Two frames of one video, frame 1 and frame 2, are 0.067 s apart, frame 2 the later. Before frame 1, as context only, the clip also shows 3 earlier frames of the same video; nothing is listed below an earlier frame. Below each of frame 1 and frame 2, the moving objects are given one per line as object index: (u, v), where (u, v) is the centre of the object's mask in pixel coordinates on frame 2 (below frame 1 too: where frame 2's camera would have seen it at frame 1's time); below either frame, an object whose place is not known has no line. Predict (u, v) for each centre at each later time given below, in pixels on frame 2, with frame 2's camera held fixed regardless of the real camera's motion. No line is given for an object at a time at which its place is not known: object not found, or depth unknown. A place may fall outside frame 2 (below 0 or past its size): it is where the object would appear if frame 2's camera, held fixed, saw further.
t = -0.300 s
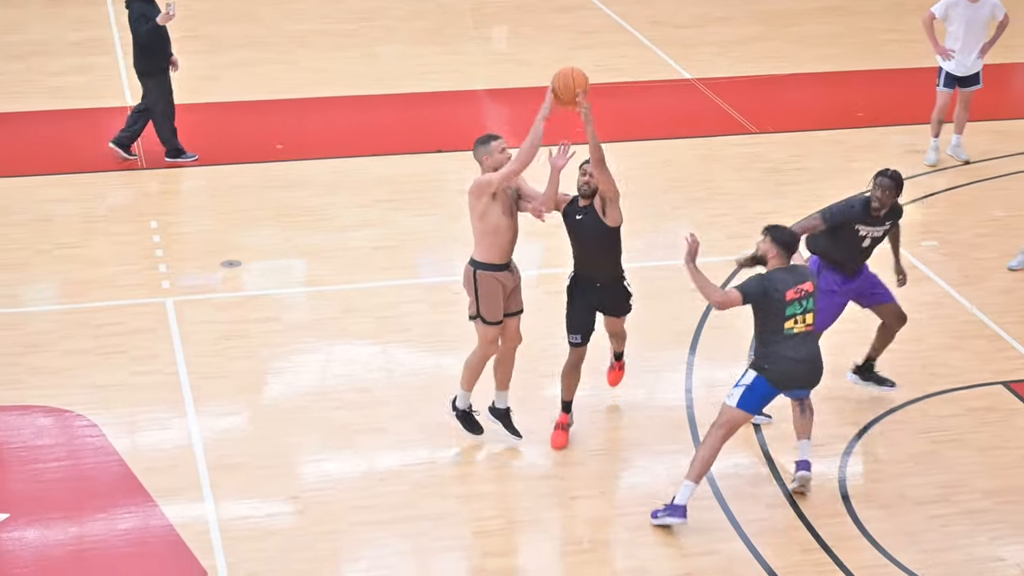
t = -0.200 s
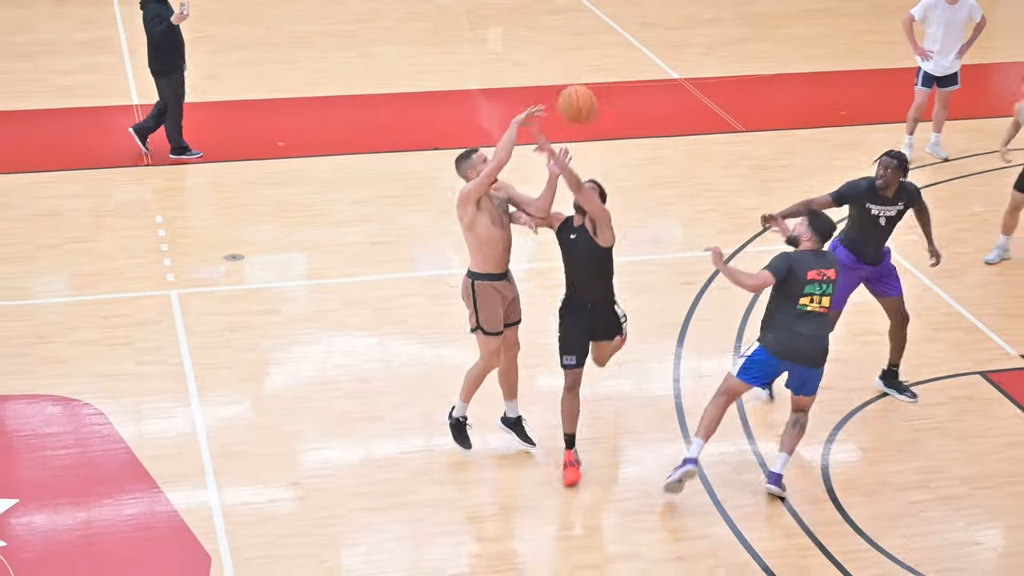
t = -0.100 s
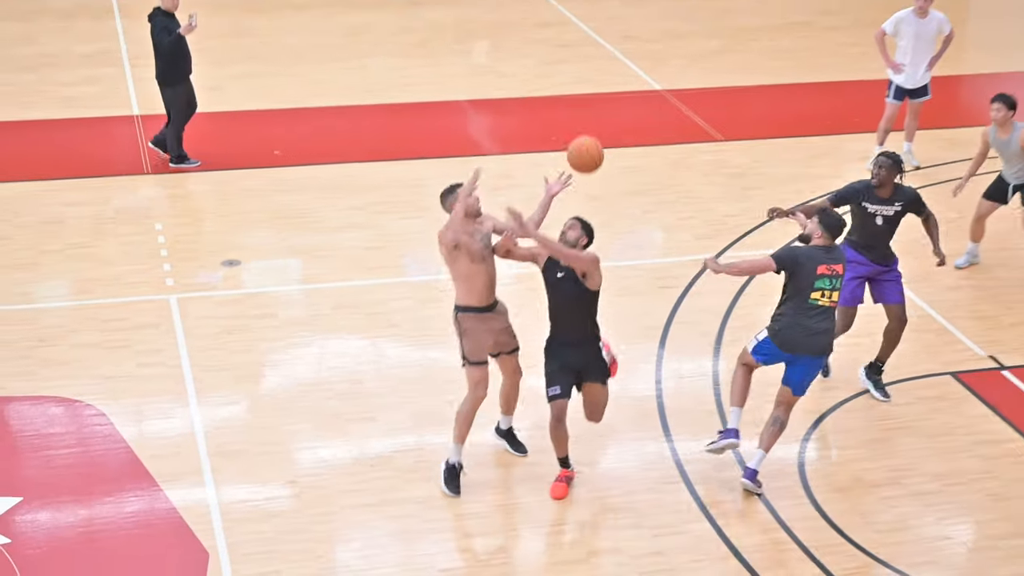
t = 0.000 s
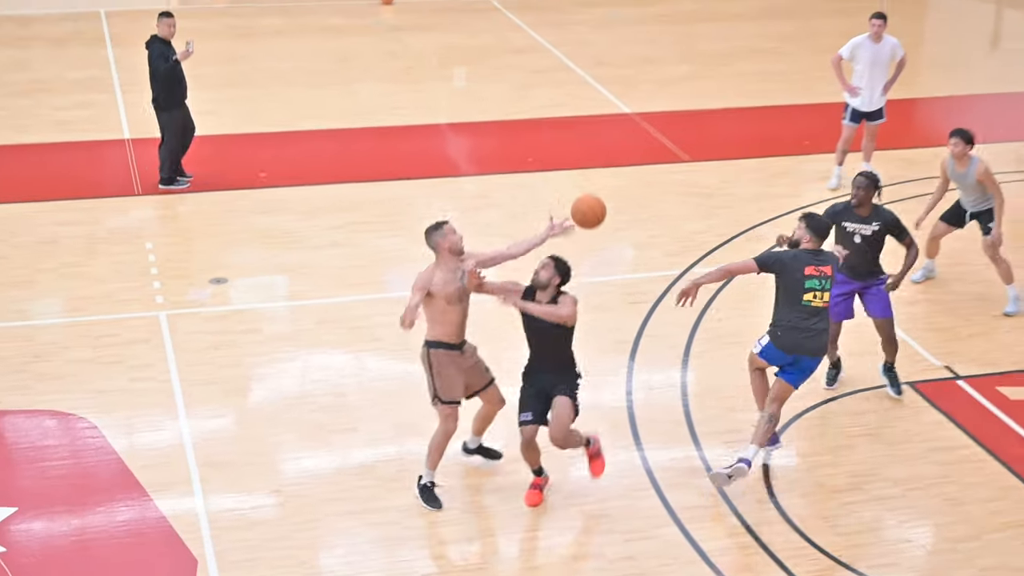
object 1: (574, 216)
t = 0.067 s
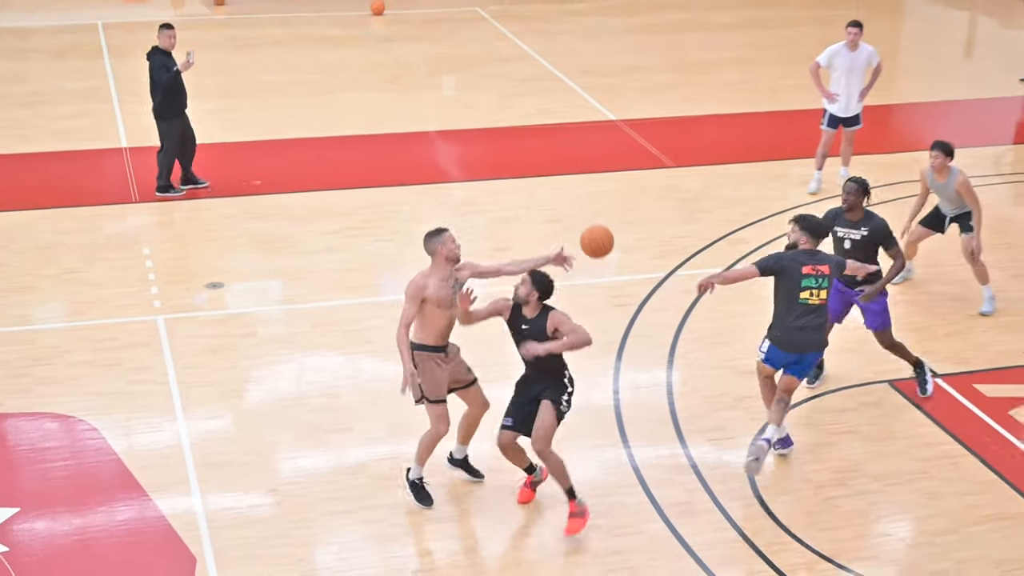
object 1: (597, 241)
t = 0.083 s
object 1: (602, 248)
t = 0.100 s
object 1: (608, 256)
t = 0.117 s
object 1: (613, 263)
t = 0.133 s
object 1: (618, 272)
